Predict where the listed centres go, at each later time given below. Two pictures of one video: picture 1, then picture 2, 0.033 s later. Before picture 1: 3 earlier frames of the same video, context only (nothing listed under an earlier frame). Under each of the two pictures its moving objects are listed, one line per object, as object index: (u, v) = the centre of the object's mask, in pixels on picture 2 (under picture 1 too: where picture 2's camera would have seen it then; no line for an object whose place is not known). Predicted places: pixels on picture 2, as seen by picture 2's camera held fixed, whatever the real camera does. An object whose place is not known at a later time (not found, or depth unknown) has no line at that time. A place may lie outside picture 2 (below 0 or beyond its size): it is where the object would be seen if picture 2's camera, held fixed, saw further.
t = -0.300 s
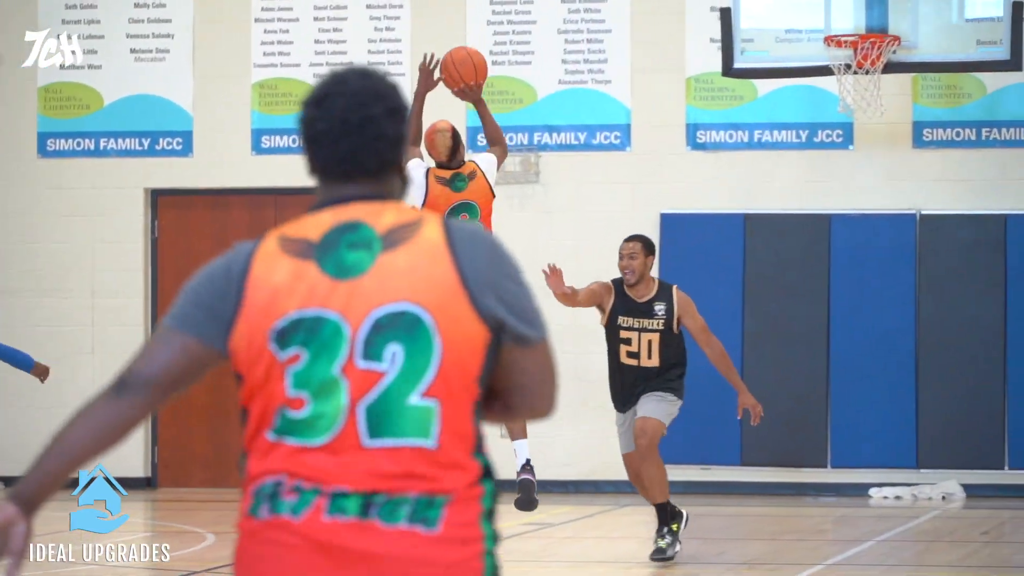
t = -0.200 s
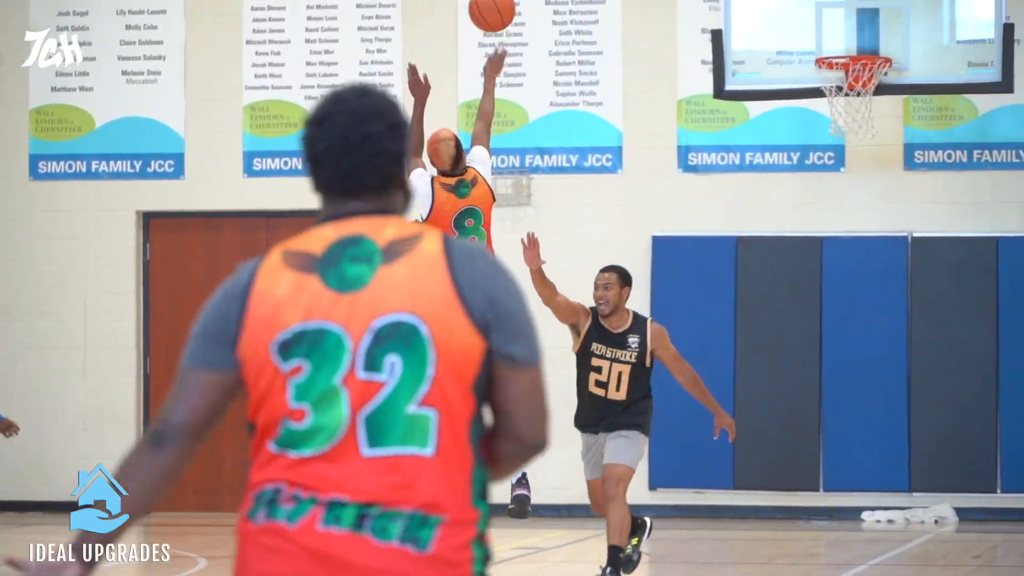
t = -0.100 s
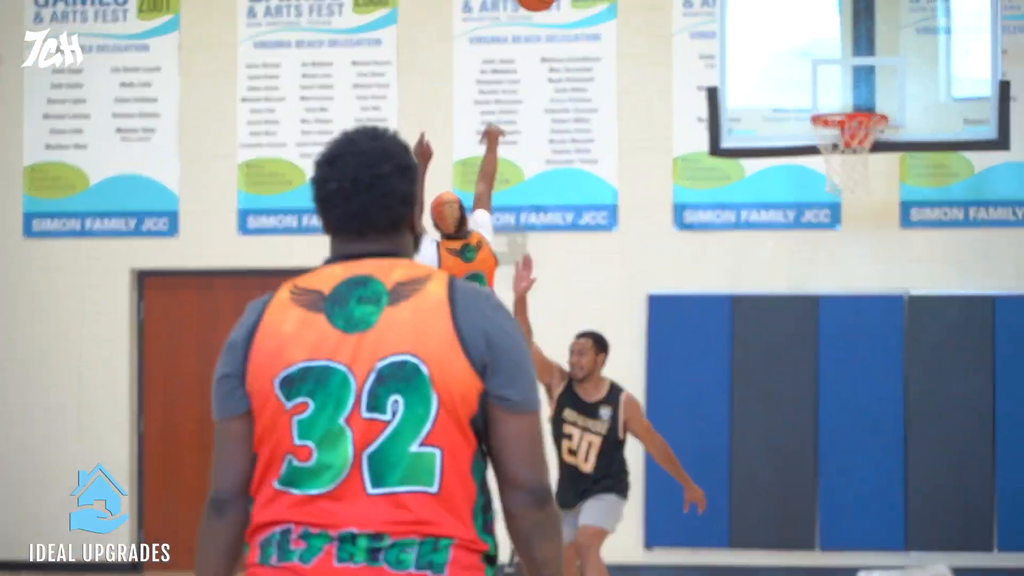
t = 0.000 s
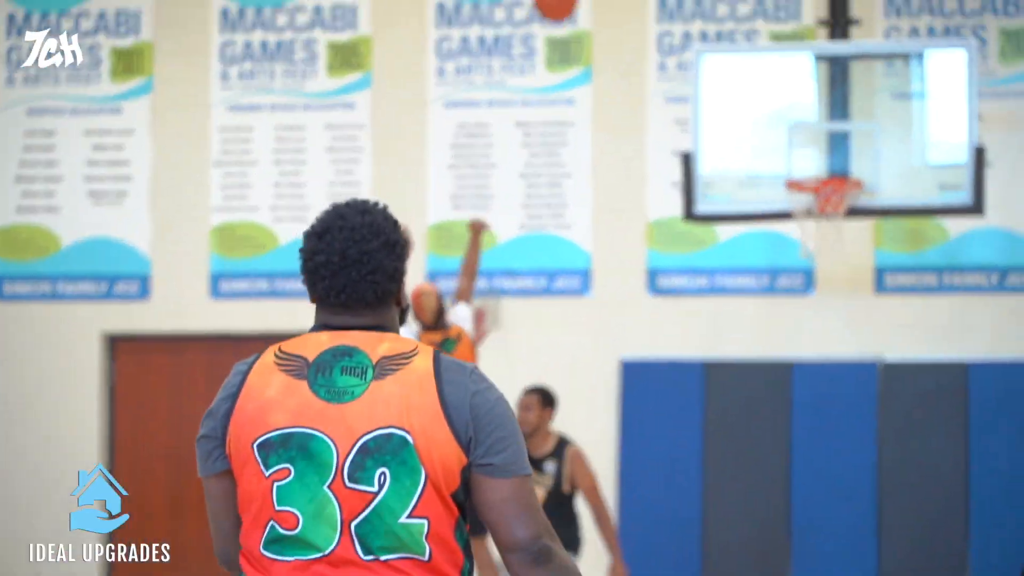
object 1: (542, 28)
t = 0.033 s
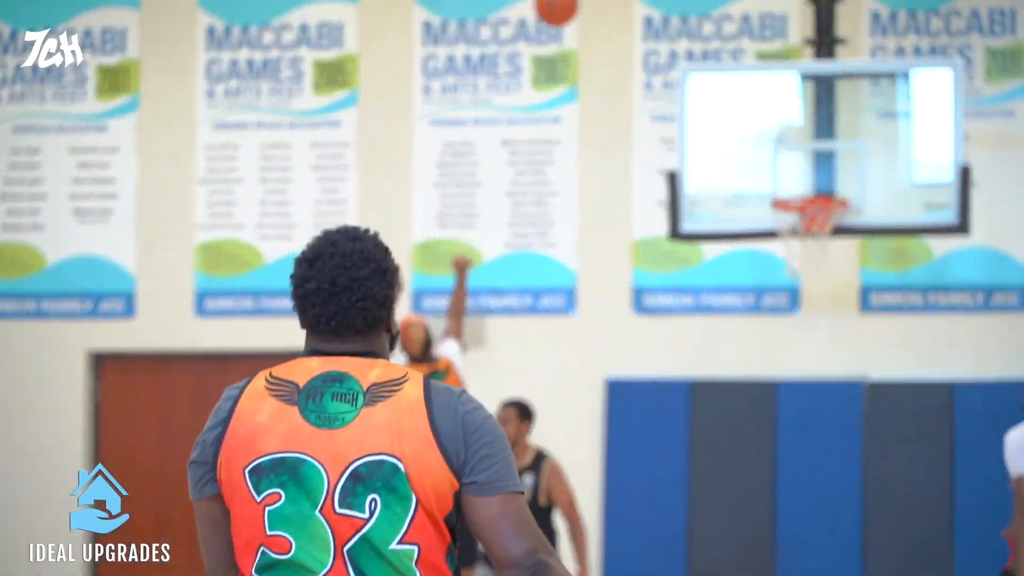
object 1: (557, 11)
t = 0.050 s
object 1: (564, 2)
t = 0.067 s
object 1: (570, -5)
